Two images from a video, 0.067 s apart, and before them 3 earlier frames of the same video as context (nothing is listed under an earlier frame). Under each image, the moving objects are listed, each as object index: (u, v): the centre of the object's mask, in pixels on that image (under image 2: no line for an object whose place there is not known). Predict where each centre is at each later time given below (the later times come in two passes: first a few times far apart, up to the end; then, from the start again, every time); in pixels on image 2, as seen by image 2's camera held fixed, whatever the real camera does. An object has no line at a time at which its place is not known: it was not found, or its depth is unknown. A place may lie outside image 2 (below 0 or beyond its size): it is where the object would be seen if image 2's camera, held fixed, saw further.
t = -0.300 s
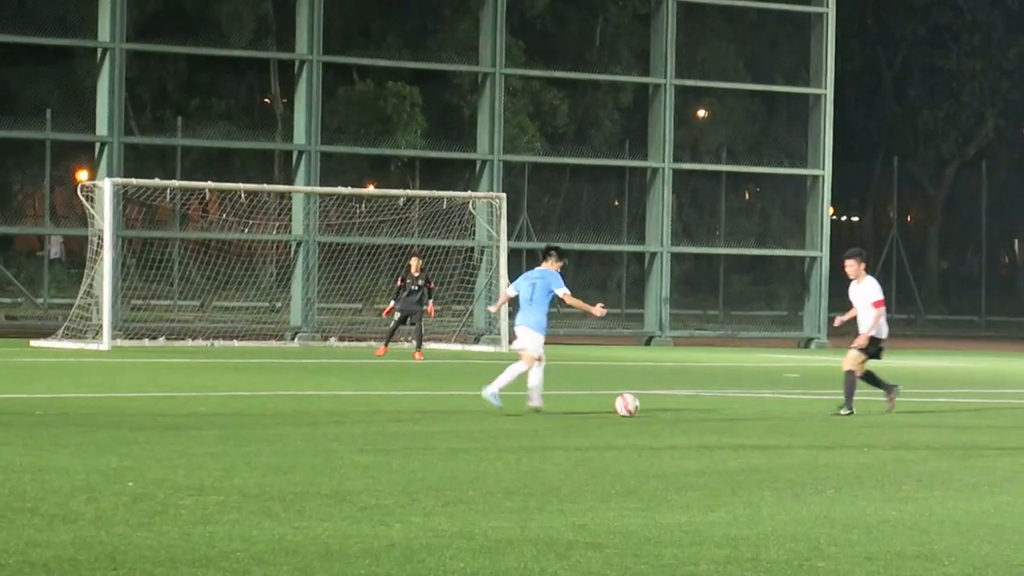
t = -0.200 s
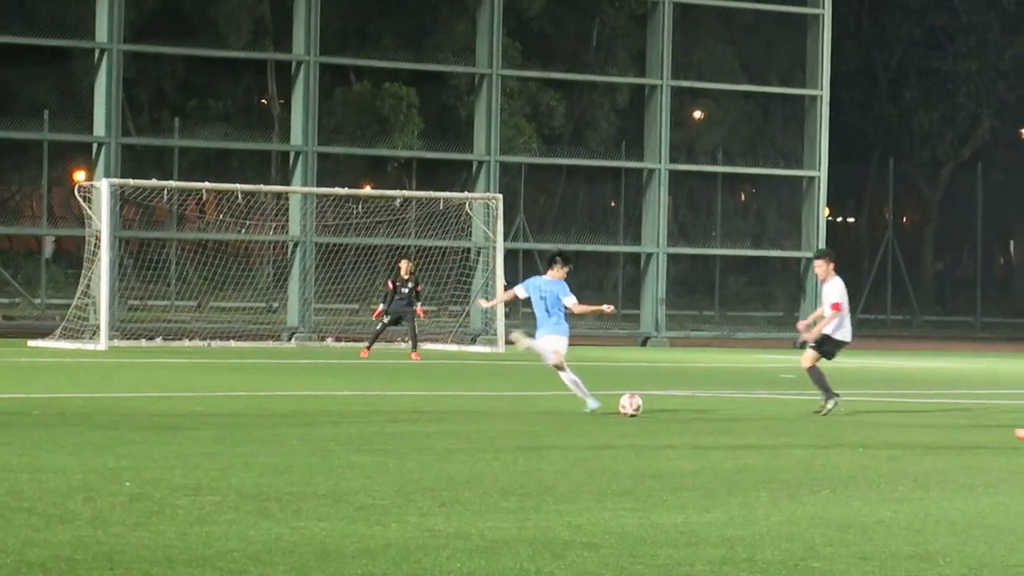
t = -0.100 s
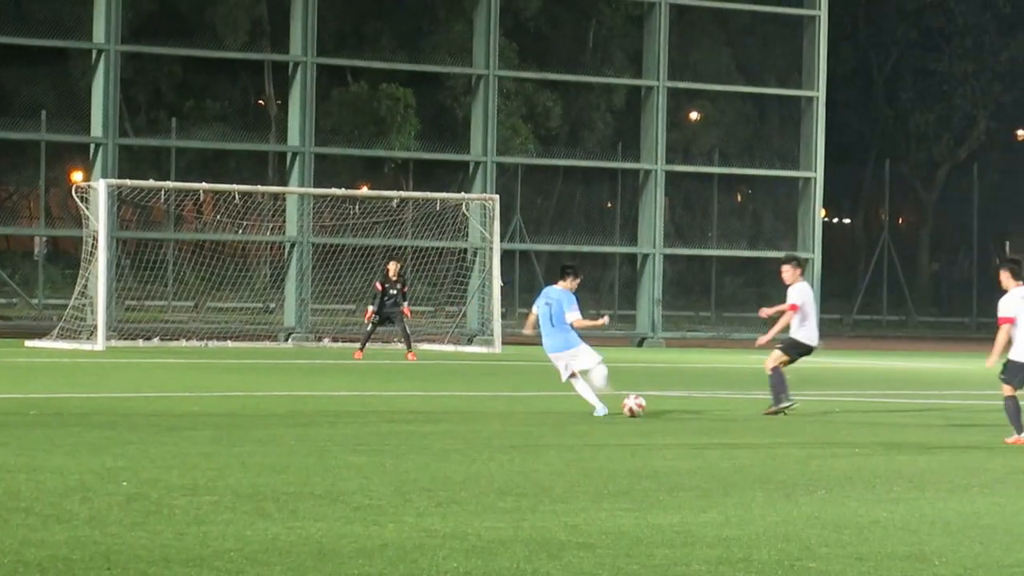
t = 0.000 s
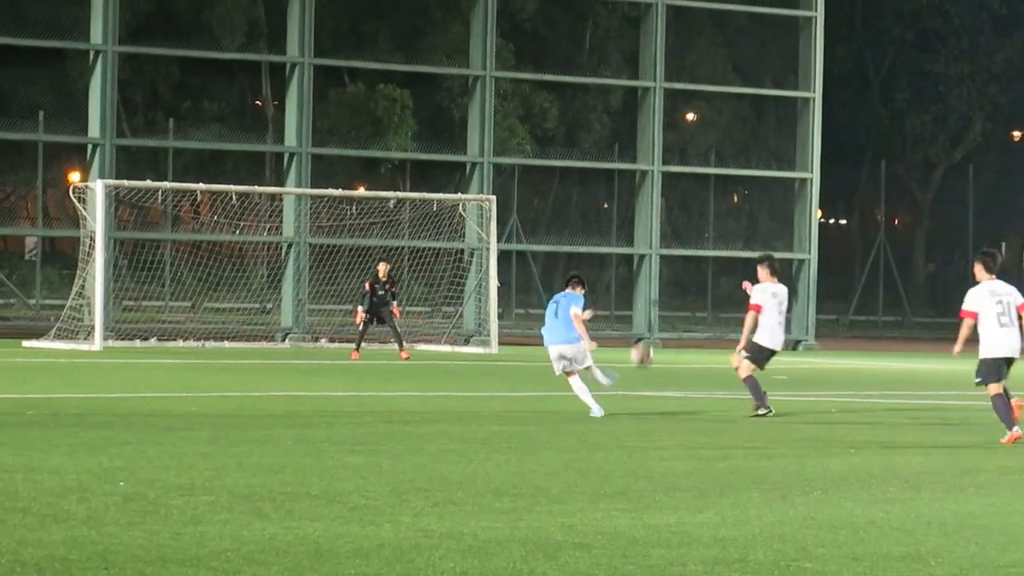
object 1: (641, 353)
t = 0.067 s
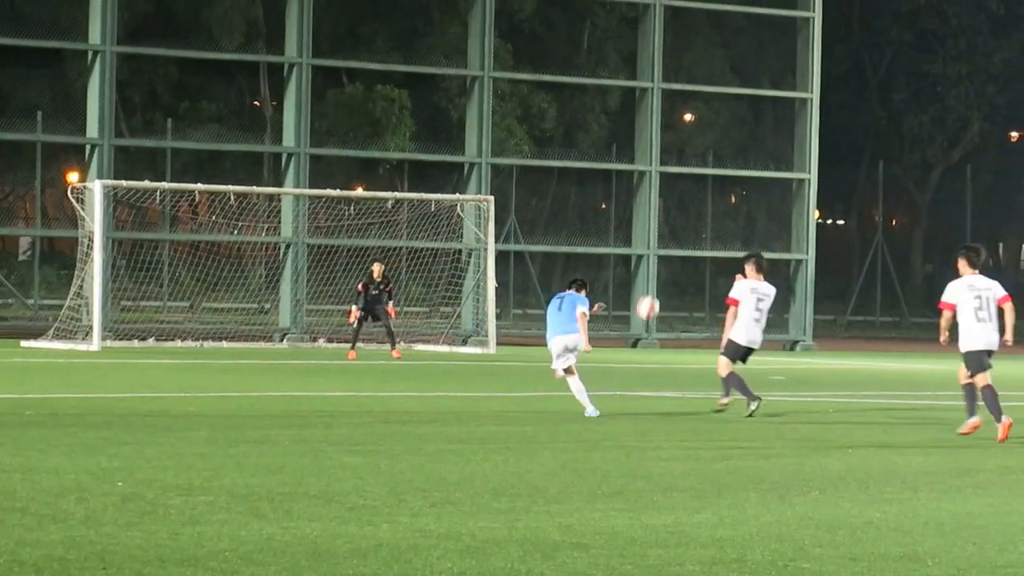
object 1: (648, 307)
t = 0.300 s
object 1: (677, 189)
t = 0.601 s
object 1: (713, 114)
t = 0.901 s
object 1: (745, 99)
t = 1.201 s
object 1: (767, 124)
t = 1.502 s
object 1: (780, 183)
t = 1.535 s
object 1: (781, 191)
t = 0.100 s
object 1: (651, 286)
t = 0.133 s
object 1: (656, 267)
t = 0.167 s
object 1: (660, 249)
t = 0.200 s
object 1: (665, 232)
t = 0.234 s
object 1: (669, 217)
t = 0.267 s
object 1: (673, 202)
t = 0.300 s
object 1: (677, 189)
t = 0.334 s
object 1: (681, 176)
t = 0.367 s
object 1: (686, 165)
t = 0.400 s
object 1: (690, 154)
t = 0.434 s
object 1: (694, 146)
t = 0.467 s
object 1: (698, 138)
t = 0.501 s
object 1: (702, 131)
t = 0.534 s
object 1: (706, 125)
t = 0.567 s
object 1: (710, 119)
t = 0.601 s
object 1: (713, 114)
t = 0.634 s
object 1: (718, 109)
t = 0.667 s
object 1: (722, 106)
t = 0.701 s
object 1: (726, 103)
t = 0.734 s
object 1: (729, 101)
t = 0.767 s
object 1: (732, 100)
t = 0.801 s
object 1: (735, 98)
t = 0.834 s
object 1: (738, 98)
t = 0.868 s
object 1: (741, 98)
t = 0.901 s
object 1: (745, 99)
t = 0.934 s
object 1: (748, 99)
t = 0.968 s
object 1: (750, 101)
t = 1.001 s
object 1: (753, 103)
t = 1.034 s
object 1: (756, 106)
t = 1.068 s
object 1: (758, 109)
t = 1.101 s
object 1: (760, 112)
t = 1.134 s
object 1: (763, 116)
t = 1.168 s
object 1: (765, 120)
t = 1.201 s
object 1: (767, 124)
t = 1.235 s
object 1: (769, 129)
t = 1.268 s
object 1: (770, 135)
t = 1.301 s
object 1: (772, 140)
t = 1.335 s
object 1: (774, 147)
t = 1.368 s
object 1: (776, 153)
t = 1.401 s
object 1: (777, 160)
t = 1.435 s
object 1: (778, 167)
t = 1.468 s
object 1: (779, 176)
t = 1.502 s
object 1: (780, 183)
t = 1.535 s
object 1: (781, 191)
